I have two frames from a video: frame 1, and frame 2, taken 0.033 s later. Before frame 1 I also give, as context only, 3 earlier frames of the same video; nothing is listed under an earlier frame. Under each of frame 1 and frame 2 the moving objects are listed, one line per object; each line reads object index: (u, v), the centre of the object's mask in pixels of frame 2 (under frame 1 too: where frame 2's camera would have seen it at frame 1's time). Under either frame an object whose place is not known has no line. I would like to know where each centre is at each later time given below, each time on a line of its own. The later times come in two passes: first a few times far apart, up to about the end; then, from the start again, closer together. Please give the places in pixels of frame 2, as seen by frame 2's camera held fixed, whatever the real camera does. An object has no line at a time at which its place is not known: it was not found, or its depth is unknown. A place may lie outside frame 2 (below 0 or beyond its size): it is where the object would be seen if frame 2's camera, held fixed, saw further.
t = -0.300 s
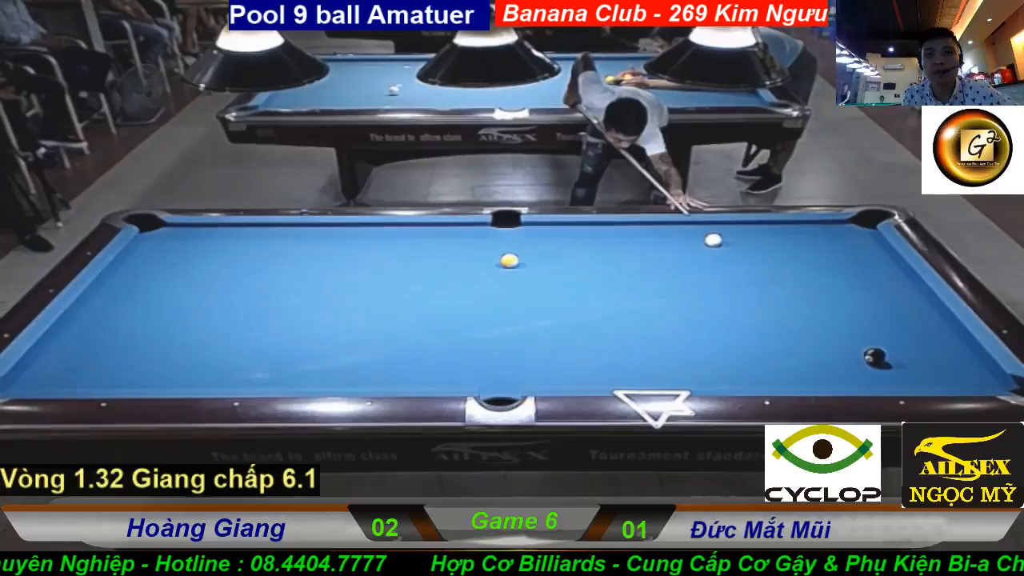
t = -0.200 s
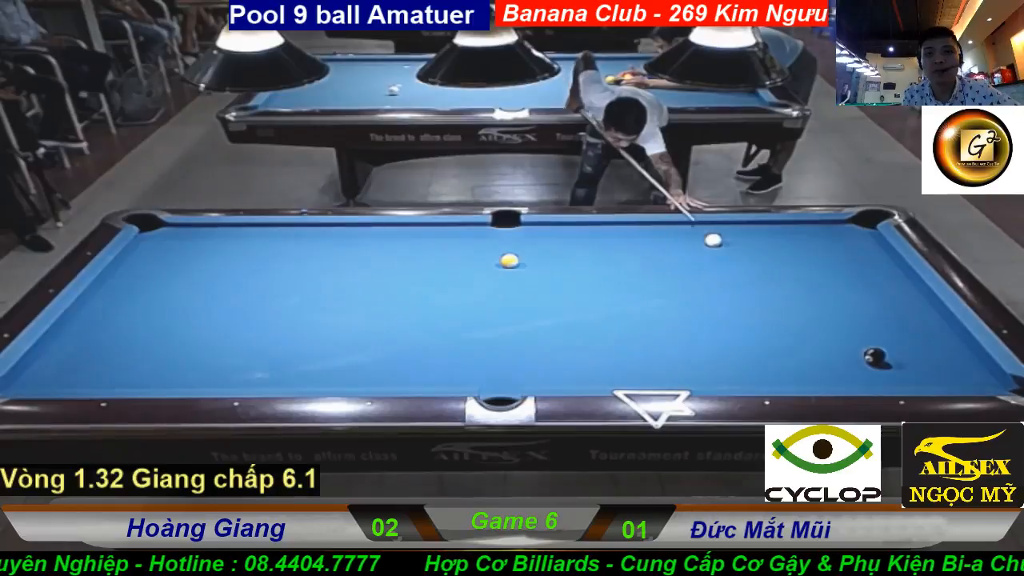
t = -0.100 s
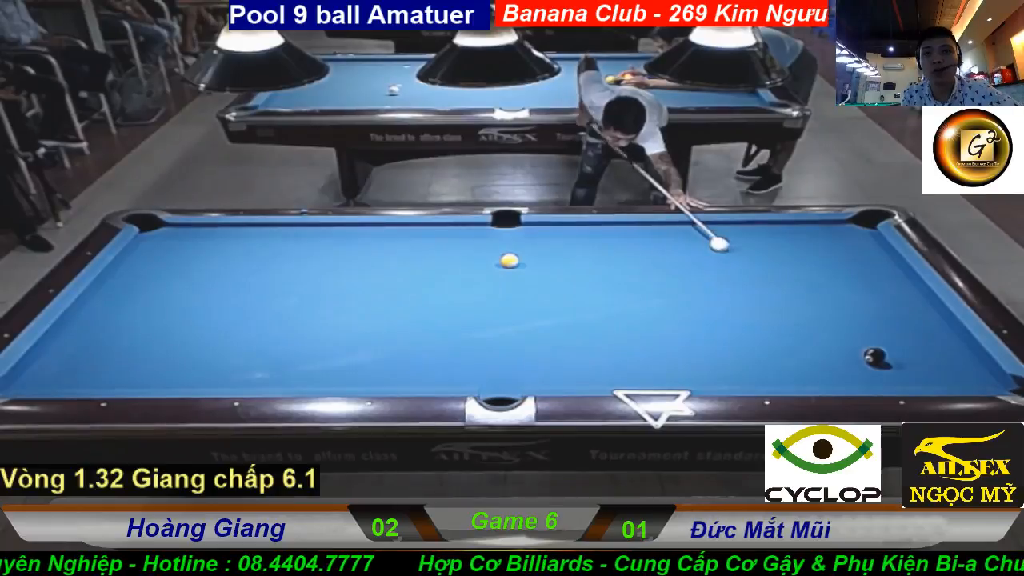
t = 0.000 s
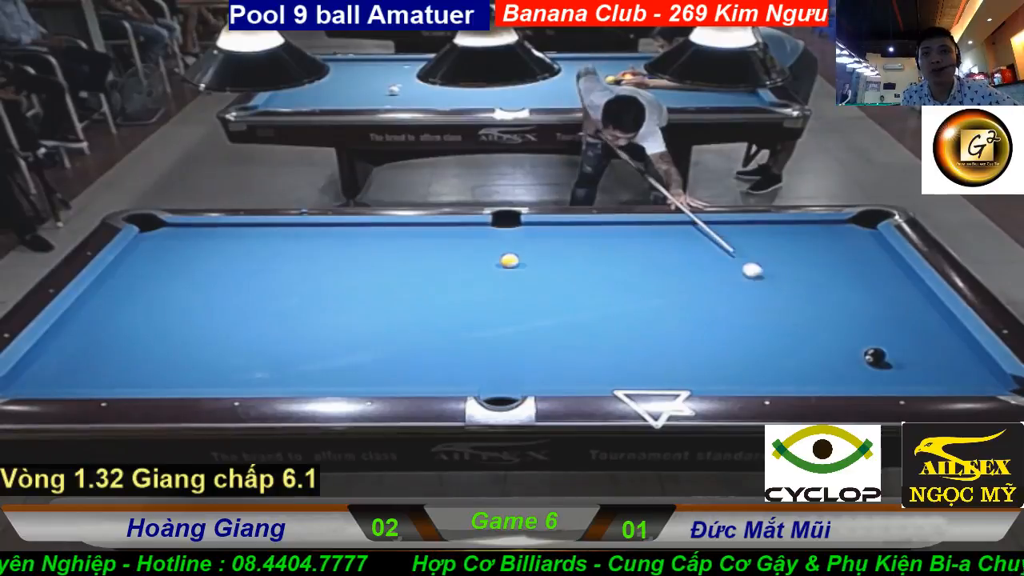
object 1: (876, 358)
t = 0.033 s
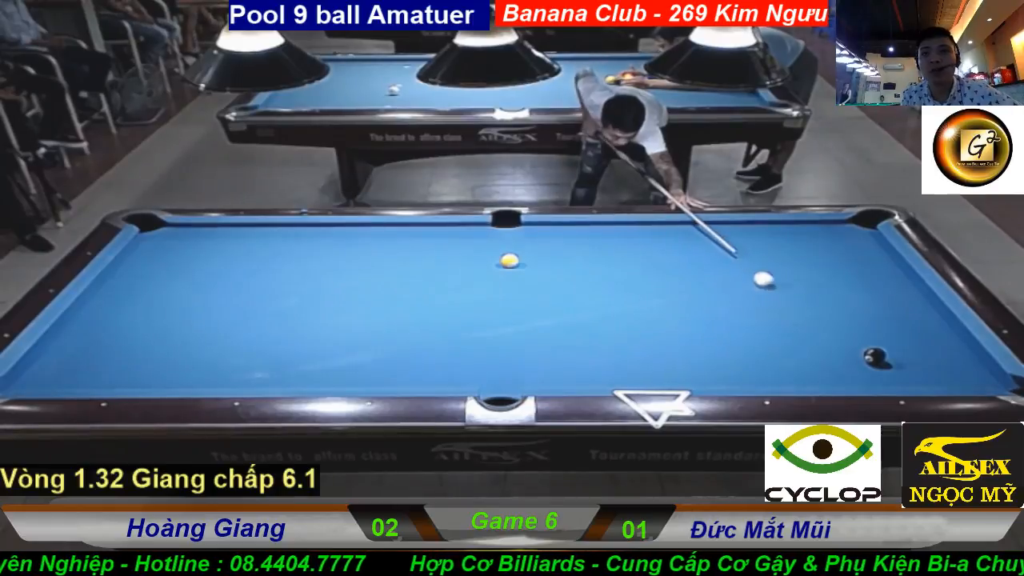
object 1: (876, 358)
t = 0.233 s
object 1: (877, 358)
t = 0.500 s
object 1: (995, 377)
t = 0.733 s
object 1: (949, 358)
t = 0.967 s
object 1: (903, 341)
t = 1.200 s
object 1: (861, 325)
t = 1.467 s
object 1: (817, 310)
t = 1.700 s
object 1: (784, 297)
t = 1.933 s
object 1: (753, 286)
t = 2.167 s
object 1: (725, 275)
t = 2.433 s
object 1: (696, 264)
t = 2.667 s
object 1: (673, 255)
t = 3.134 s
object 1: (638, 243)
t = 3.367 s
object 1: (636, 243)
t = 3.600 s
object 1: (635, 243)
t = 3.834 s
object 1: (635, 243)
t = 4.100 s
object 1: (635, 243)
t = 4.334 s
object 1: (635, 243)
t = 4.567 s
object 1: (635, 243)
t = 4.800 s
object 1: (635, 243)
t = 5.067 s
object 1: (635, 243)
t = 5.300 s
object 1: (635, 243)
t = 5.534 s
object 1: (635, 243)
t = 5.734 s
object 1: (635, 243)
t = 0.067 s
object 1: (876, 358)
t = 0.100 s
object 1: (876, 358)
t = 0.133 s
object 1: (876, 358)
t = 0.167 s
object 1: (876, 358)
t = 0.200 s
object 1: (876, 358)
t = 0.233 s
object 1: (877, 358)
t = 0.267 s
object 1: (886, 361)
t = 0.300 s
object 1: (909, 368)
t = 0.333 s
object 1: (931, 373)
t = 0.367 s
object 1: (949, 378)
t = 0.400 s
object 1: (970, 381)
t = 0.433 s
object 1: (981, 380)
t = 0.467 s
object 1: (987, 379)
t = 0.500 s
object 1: (995, 377)
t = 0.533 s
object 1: (994, 375)
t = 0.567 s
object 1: (985, 372)
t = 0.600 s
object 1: (977, 369)
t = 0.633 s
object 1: (970, 366)
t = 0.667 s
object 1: (962, 363)
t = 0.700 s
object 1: (956, 361)
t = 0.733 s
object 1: (949, 358)
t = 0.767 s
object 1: (942, 356)
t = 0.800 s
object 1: (936, 354)
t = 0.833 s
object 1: (929, 351)
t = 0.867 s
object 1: (922, 348)
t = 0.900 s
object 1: (915, 346)
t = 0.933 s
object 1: (909, 343)
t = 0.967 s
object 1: (903, 341)
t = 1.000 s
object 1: (896, 339)
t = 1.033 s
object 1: (890, 336)
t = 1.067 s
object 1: (884, 334)
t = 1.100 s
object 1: (878, 331)
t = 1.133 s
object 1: (873, 330)
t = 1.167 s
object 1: (867, 327)
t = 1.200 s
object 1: (861, 325)
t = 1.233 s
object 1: (855, 323)
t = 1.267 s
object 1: (850, 322)
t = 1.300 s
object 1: (844, 319)
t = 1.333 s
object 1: (839, 317)
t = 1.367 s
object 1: (833, 315)
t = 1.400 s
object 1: (828, 314)
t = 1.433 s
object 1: (823, 312)
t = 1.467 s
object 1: (817, 310)
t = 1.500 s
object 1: (813, 308)
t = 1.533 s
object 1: (808, 306)
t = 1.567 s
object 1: (803, 304)
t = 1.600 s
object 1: (798, 302)
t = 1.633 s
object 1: (793, 300)
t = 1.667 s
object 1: (788, 299)
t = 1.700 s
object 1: (784, 297)
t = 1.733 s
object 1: (779, 296)
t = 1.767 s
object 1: (774, 294)
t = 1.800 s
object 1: (770, 292)
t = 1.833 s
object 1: (766, 290)
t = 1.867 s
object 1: (761, 289)
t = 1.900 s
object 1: (757, 287)
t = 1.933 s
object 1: (753, 286)
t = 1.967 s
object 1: (749, 284)
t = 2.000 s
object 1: (745, 282)
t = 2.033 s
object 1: (740, 281)
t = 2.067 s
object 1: (736, 279)
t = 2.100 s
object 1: (732, 278)
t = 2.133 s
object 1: (729, 276)
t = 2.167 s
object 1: (725, 275)
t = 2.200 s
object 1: (721, 273)
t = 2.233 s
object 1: (717, 272)
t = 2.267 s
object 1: (713, 271)
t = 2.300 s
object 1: (710, 269)
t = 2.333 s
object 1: (706, 268)
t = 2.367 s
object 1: (702, 267)
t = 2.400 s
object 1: (699, 265)
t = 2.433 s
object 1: (696, 264)
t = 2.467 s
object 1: (692, 263)
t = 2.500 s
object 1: (689, 261)
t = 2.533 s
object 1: (686, 260)
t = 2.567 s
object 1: (682, 259)
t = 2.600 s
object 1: (679, 258)
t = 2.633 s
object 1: (676, 256)
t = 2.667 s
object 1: (673, 255)
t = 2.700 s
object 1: (669, 254)
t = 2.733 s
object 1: (666, 253)
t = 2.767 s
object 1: (664, 251)
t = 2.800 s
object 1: (661, 250)
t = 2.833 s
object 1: (658, 249)
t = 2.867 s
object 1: (652, 247)
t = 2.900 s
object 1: (649, 246)
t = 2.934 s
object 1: (646, 245)
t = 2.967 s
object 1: (643, 244)
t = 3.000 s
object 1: (641, 243)
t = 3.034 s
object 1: (638, 242)
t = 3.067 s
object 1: (638, 242)
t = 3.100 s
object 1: (638, 242)
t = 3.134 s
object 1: (638, 243)
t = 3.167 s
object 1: (638, 243)
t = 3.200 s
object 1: (637, 243)
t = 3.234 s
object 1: (637, 243)
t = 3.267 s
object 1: (637, 243)
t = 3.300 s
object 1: (637, 243)
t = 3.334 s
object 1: (636, 243)
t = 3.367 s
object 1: (636, 243)
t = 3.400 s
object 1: (636, 243)
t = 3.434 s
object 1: (636, 243)
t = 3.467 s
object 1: (635, 243)
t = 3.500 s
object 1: (635, 243)
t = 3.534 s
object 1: (635, 243)
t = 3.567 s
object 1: (635, 243)
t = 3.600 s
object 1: (635, 243)
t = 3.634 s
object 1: (635, 243)
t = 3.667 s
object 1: (635, 243)
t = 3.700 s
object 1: (635, 243)
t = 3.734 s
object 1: (635, 243)
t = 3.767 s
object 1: (635, 243)
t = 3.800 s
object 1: (635, 243)
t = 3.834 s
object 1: (635, 243)
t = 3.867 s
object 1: (635, 243)
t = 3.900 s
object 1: (635, 243)
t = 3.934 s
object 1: (635, 243)
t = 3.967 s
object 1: (635, 243)
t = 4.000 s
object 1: (635, 243)
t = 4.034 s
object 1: (635, 243)
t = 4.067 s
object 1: (635, 243)
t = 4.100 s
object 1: (635, 243)
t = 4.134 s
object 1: (635, 243)
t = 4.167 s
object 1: (635, 243)
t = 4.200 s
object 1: (635, 243)
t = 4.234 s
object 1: (635, 243)
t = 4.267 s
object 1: (635, 243)
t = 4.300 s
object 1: (635, 243)
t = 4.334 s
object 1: (635, 243)
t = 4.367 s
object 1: (635, 243)
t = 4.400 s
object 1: (635, 243)
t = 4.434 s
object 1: (635, 243)
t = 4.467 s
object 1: (635, 243)
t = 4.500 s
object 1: (635, 243)
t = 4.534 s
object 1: (635, 243)
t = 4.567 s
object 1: (635, 243)
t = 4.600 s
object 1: (635, 243)
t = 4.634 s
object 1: (635, 243)
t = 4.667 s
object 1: (635, 243)
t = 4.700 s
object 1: (635, 243)
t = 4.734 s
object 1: (635, 243)
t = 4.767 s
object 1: (635, 243)
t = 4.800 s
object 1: (635, 243)
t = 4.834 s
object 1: (635, 243)
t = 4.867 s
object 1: (635, 243)
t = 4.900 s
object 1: (635, 243)
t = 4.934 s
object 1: (635, 243)
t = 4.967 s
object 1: (635, 243)
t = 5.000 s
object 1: (635, 243)
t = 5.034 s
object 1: (635, 243)
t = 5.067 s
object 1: (635, 243)
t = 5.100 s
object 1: (635, 243)
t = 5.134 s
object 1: (635, 243)
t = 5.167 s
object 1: (635, 243)
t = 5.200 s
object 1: (635, 243)
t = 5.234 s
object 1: (635, 243)
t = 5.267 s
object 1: (635, 243)
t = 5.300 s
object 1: (635, 243)
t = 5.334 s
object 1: (635, 243)
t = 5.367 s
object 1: (635, 243)
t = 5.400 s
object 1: (635, 243)
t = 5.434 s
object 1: (635, 243)
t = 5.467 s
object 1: (635, 243)
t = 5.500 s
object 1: (635, 243)
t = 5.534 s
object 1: (635, 243)
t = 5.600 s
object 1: (635, 243)
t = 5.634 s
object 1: (635, 243)
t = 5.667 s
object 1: (635, 243)
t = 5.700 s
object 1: (635, 243)
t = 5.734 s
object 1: (635, 243)
